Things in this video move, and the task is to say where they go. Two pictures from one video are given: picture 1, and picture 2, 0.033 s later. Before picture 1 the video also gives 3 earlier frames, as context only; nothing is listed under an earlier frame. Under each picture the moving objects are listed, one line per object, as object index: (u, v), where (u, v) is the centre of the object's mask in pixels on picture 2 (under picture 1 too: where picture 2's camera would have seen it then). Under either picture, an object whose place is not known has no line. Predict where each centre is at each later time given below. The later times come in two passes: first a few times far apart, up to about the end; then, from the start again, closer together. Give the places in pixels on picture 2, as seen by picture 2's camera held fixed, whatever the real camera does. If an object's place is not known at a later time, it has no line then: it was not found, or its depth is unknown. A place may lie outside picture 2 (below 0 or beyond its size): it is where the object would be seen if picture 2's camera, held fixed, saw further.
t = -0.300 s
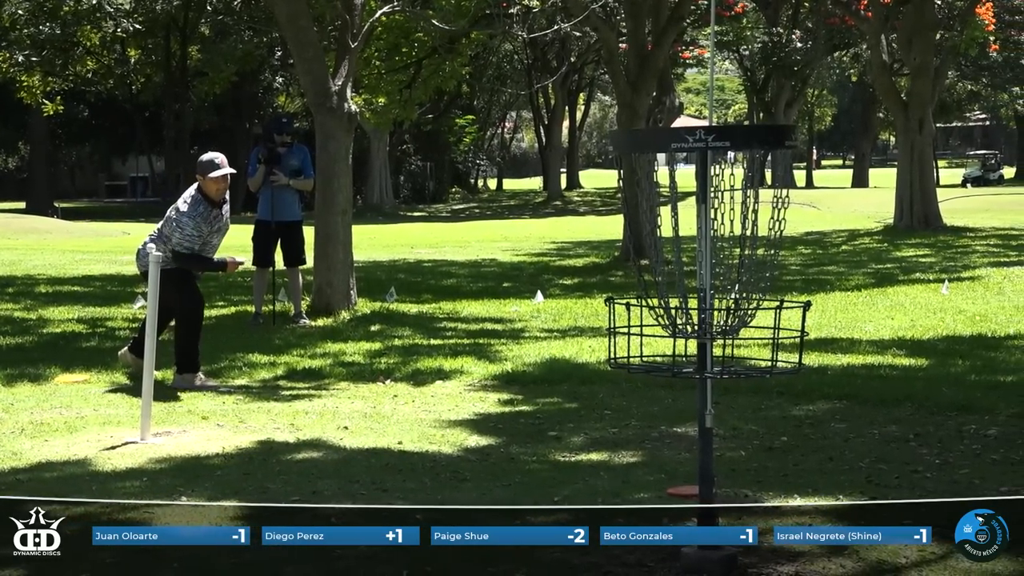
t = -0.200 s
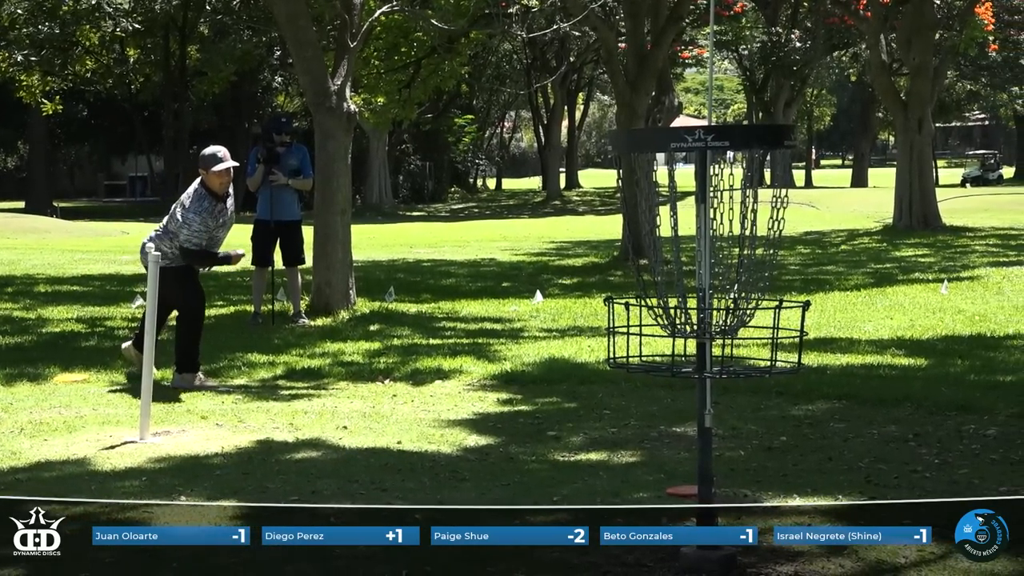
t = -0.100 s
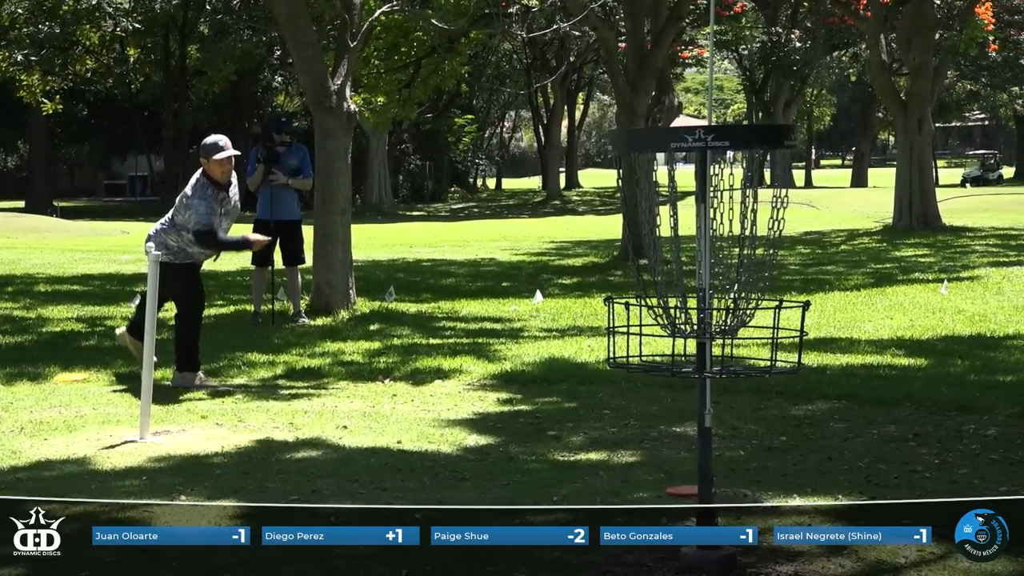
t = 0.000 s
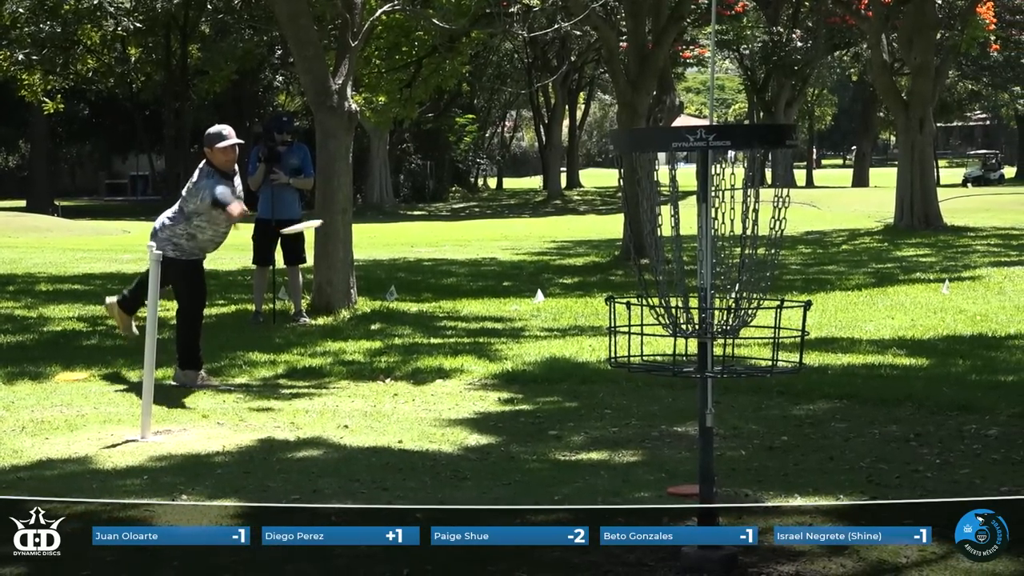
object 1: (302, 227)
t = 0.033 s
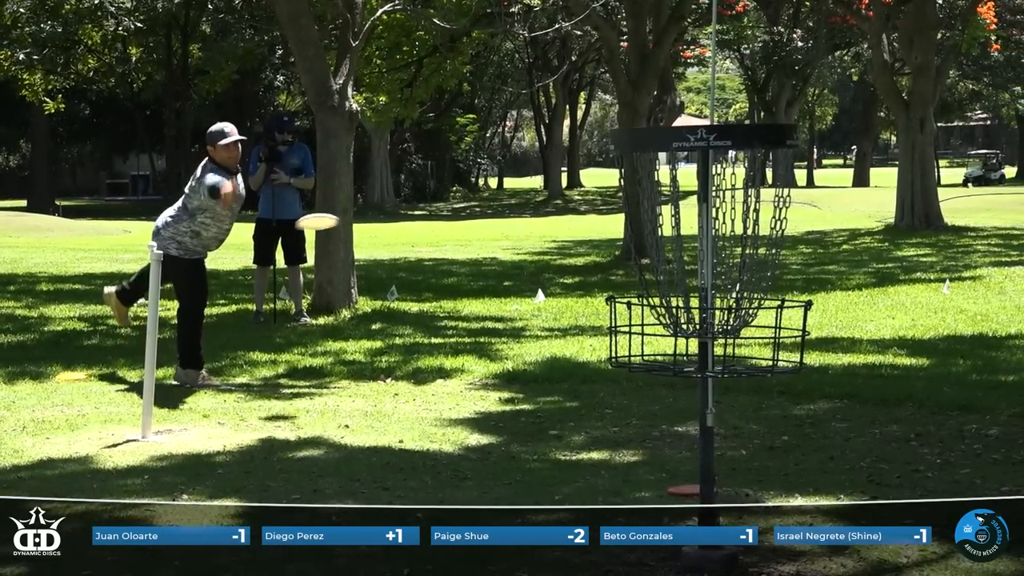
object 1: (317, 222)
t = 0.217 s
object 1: (415, 205)
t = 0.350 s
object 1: (509, 207)
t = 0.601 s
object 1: (659, 231)
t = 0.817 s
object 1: (679, 270)
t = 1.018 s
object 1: (660, 332)
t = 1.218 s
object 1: (669, 343)
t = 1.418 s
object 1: (681, 347)
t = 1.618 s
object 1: (679, 356)
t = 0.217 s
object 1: (415, 205)
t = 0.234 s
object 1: (425, 205)
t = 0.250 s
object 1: (434, 204)
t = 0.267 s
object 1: (447, 204)
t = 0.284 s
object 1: (459, 206)
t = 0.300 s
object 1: (473, 205)
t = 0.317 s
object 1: (483, 206)
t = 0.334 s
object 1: (497, 206)
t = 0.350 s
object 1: (509, 207)
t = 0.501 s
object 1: (638, 224)
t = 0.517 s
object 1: (644, 226)
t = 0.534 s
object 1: (647, 226)
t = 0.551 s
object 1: (652, 226)
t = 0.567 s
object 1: (656, 227)
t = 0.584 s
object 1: (656, 231)
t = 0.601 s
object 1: (659, 231)
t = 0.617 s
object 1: (663, 231)
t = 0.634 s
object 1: (667, 233)
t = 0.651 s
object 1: (671, 235)
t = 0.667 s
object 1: (674, 236)
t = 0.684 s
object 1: (675, 238)
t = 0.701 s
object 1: (677, 242)
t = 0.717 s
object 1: (677, 244)
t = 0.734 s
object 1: (679, 249)
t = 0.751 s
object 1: (680, 254)
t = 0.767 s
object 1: (680, 257)
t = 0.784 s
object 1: (679, 261)
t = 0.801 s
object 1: (680, 266)
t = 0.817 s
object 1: (679, 270)
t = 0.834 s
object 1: (673, 275)
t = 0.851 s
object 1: (670, 279)
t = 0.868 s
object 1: (667, 287)
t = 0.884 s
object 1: (660, 295)
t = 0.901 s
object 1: (660, 297)
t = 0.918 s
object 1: (655, 306)
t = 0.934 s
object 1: (654, 311)
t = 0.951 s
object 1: (649, 321)
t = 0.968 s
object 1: (651, 329)
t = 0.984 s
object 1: (654, 336)
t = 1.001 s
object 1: (657, 335)
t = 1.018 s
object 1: (660, 332)
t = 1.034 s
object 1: (662, 336)
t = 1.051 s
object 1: (664, 333)
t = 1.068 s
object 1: (664, 332)
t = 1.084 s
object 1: (666, 332)
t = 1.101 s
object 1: (666, 332)
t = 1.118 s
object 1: (667, 332)
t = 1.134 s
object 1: (668, 333)
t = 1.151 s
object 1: (668, 334)
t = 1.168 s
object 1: (668, 334)
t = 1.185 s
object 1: (670, 334)
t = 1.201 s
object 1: (668, 342)
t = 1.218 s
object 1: (669, 343)
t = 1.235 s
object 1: (670, 344)
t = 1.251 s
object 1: (671, 345)
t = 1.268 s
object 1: (674, 345)
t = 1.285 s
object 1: (674, 347)
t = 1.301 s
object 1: (676, 348)
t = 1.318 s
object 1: (677, 348)
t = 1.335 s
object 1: (678, 348)
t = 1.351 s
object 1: (679, 347)
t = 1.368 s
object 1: (680, 347)
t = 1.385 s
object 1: (681, 346)
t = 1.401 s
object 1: (681, 347)
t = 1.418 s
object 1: (681, 347)
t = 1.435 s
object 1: (681, 347)
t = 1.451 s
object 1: (681, 346)
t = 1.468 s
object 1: (681, 346)
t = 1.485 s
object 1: (680, 346)
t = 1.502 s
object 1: (680, 348)
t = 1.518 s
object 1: (679, 349)
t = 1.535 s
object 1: (678, 350)
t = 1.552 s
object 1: (678, 350)
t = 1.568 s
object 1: (678, 351)
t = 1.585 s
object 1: (678, 352)
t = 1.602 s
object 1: (678, 353)
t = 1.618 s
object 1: (679, 356)
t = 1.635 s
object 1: (678, 357)
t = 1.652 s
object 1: (678, 358)
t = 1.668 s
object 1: (678, 358)
